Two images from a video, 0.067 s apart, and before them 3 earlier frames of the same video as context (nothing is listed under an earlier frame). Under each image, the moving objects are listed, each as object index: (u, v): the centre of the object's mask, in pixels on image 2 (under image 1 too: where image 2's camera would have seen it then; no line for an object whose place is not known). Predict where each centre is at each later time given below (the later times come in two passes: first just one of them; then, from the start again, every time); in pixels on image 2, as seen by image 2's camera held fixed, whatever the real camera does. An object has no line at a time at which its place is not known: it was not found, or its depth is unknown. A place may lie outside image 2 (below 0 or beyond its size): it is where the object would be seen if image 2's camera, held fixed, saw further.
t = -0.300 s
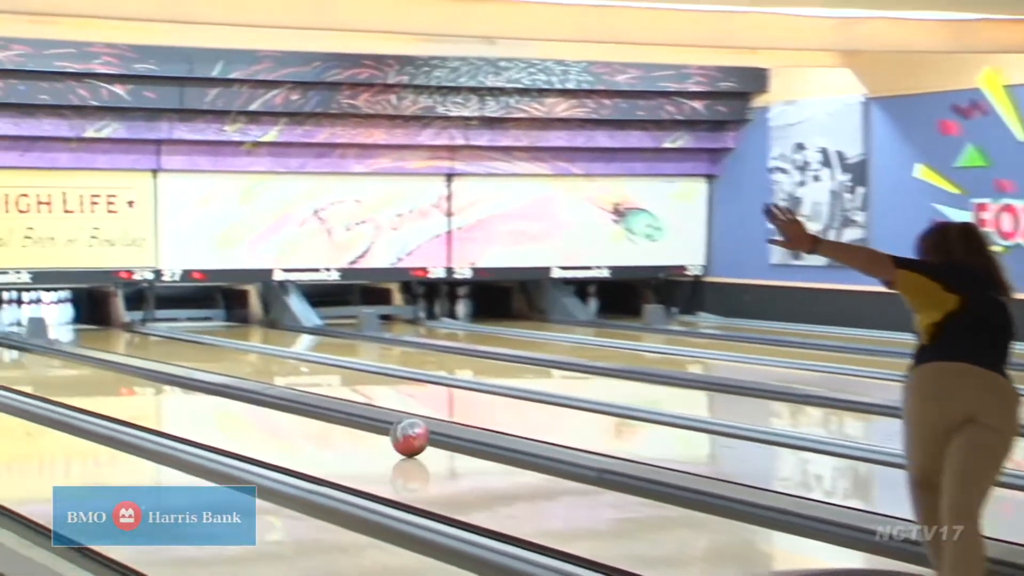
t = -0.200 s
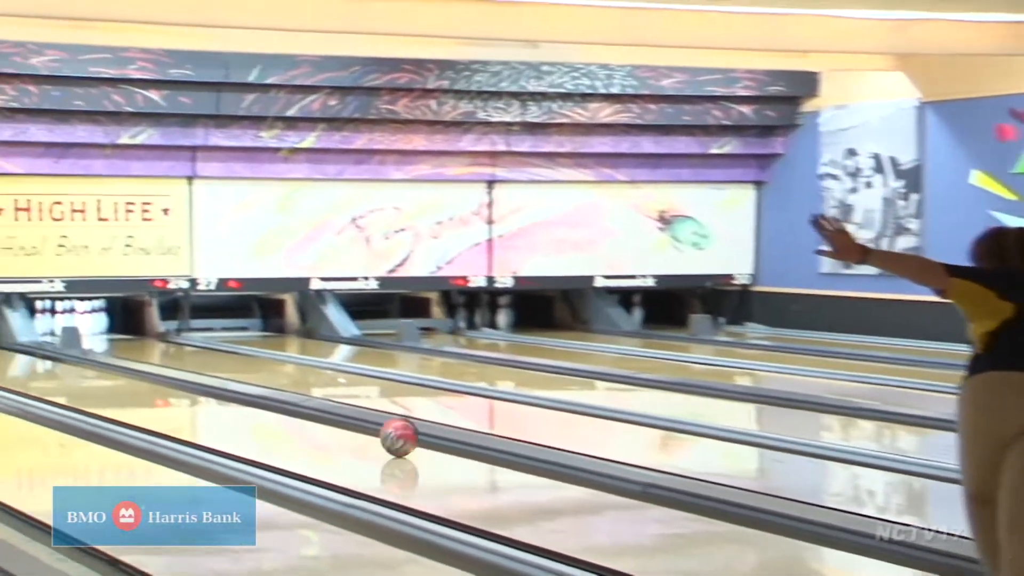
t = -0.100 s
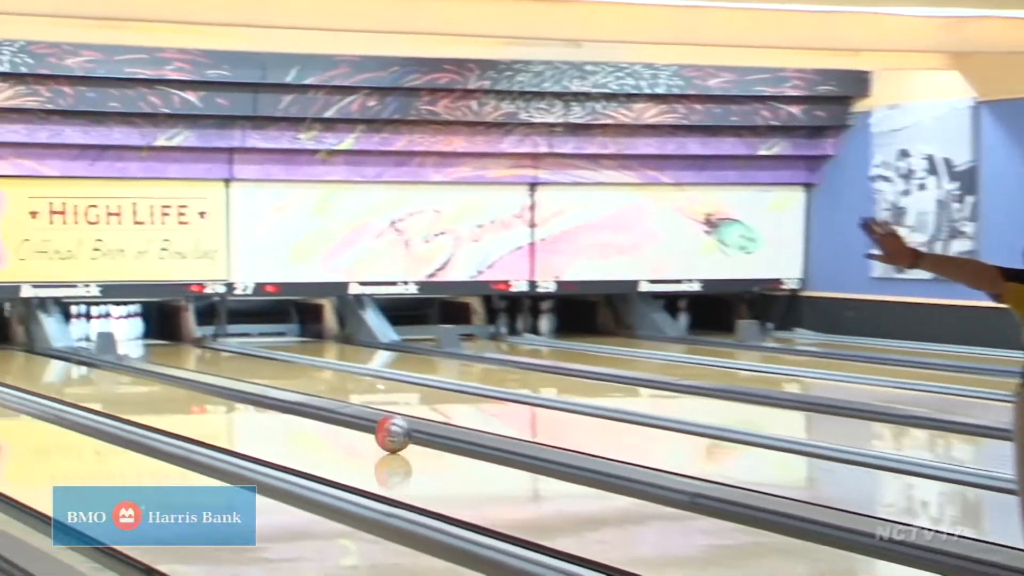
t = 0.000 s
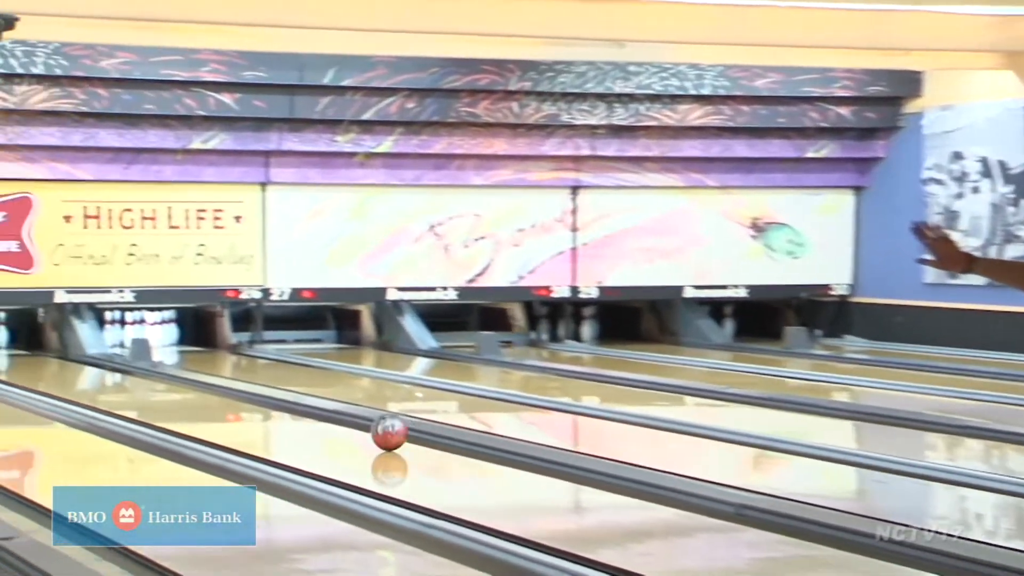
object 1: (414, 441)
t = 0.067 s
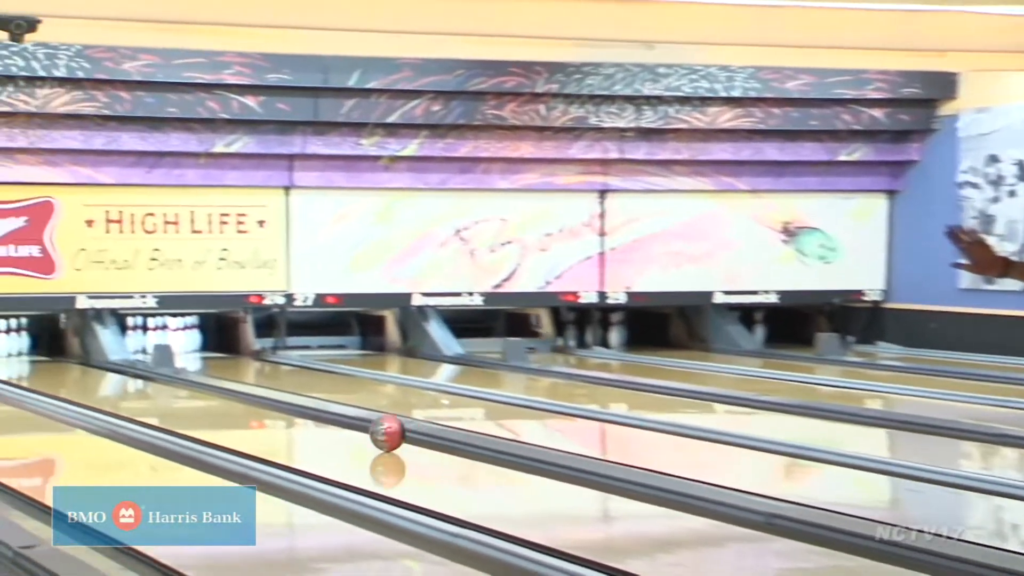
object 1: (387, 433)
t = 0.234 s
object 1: (328, 418)
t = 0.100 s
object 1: (375, 430)
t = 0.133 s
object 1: (362, 426)
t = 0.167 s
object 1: (351, 423)
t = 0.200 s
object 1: (339, 420)
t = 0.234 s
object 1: (328, 418)
